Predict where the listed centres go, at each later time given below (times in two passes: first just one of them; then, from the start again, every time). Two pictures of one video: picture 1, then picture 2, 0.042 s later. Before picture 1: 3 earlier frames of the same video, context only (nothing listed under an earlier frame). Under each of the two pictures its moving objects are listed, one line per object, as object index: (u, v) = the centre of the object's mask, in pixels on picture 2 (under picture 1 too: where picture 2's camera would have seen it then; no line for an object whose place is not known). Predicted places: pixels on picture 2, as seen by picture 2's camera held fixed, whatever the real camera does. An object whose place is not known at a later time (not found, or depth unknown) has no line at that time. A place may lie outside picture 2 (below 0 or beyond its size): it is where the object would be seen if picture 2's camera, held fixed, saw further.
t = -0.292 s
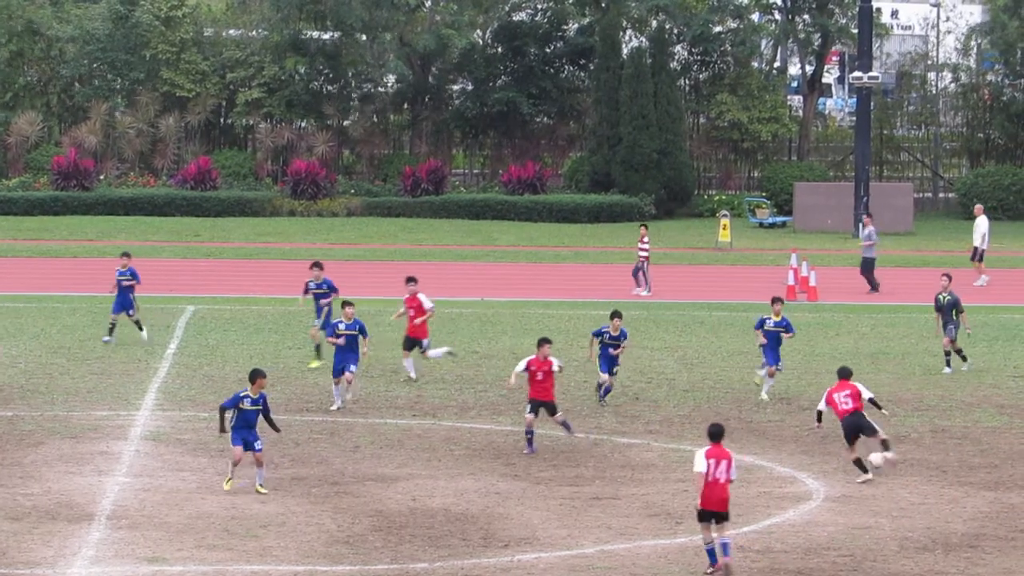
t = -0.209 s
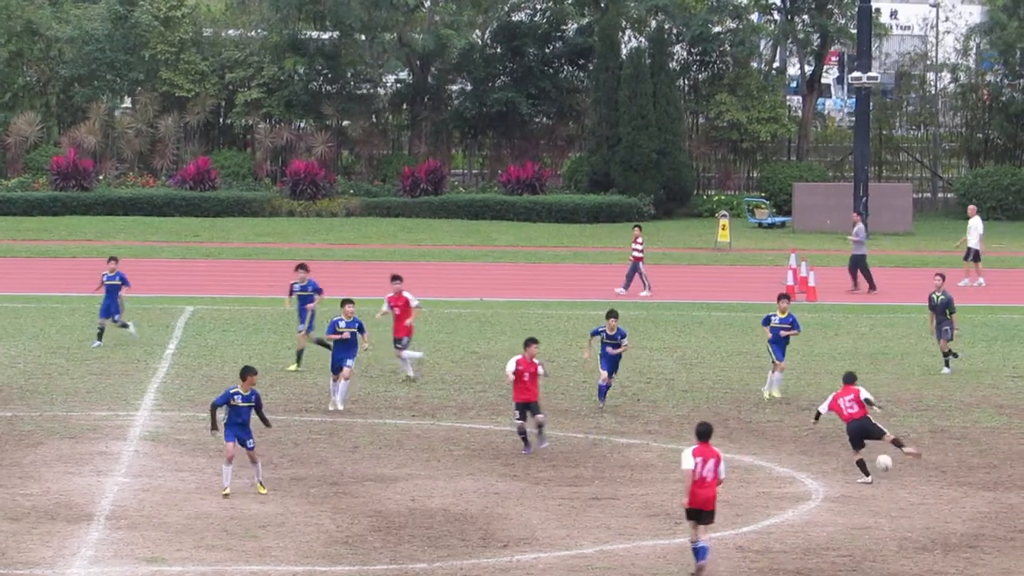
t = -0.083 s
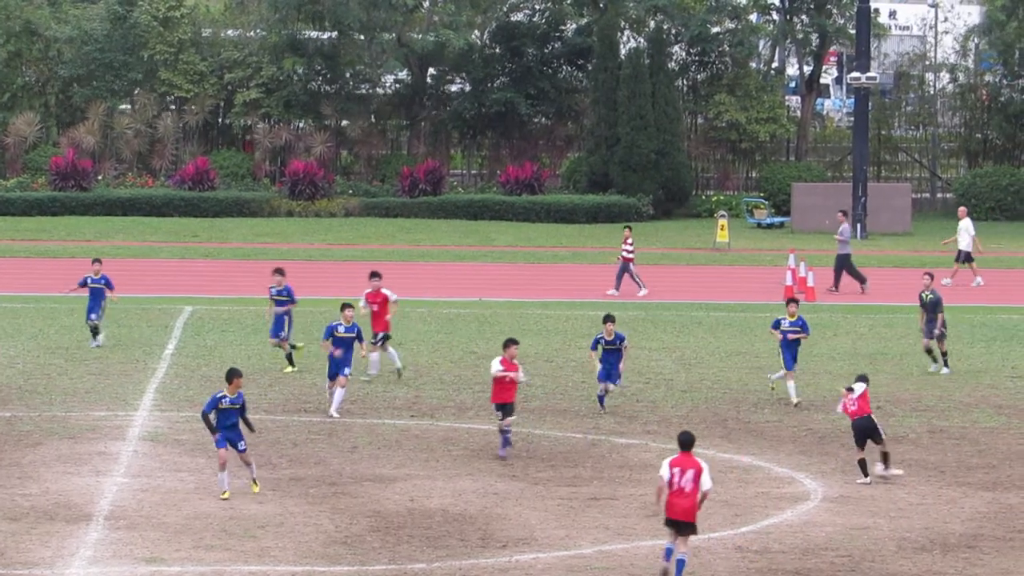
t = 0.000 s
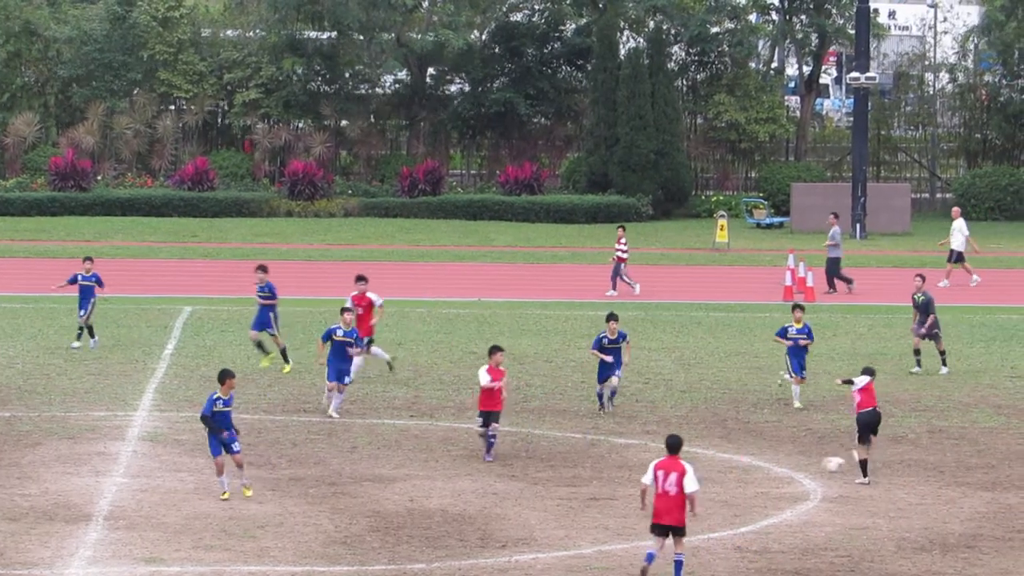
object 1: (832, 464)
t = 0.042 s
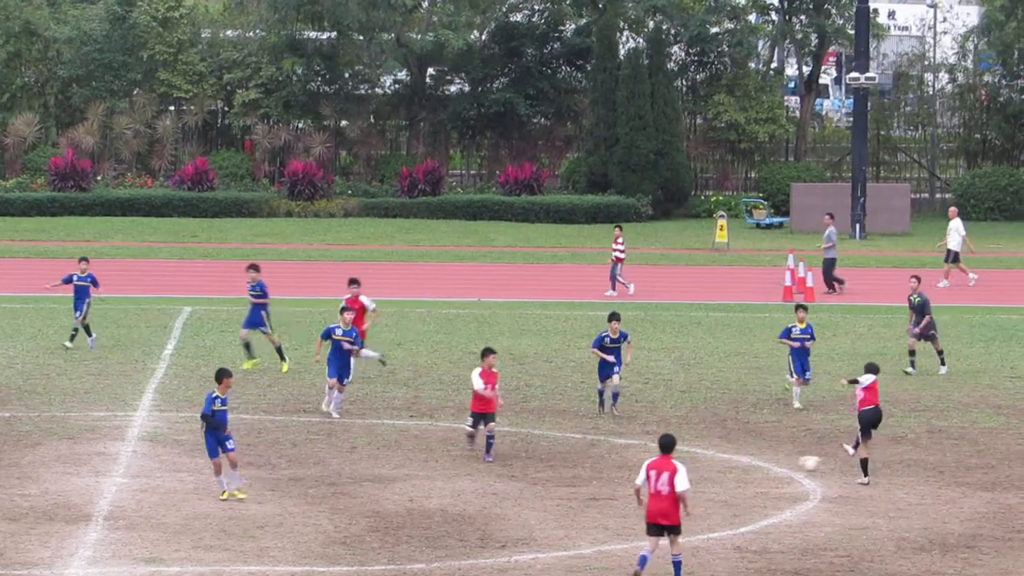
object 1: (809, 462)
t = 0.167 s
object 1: (743, 460)
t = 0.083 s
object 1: (786, 462)
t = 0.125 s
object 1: (763, 463)
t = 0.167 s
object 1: (743, 460)
